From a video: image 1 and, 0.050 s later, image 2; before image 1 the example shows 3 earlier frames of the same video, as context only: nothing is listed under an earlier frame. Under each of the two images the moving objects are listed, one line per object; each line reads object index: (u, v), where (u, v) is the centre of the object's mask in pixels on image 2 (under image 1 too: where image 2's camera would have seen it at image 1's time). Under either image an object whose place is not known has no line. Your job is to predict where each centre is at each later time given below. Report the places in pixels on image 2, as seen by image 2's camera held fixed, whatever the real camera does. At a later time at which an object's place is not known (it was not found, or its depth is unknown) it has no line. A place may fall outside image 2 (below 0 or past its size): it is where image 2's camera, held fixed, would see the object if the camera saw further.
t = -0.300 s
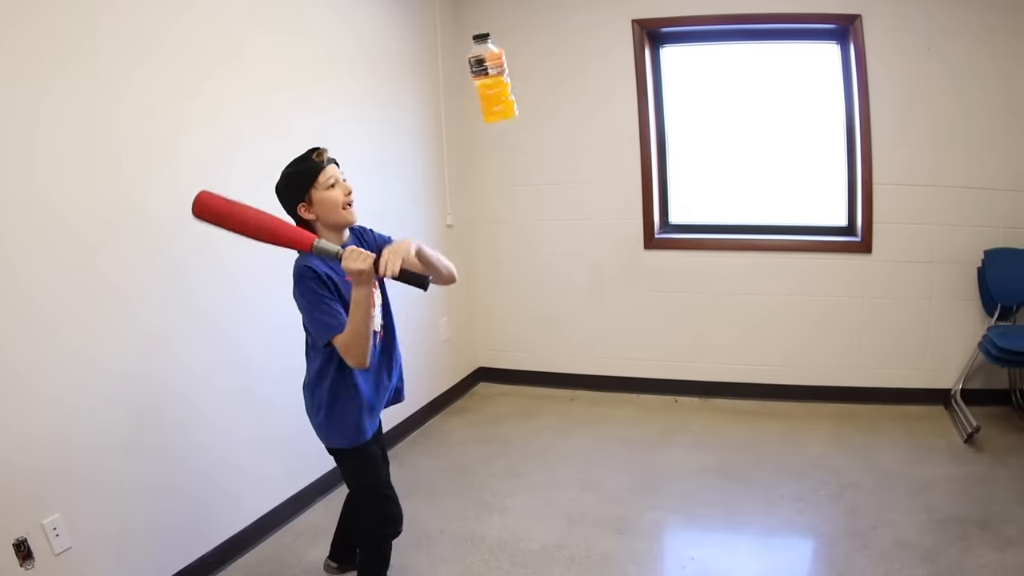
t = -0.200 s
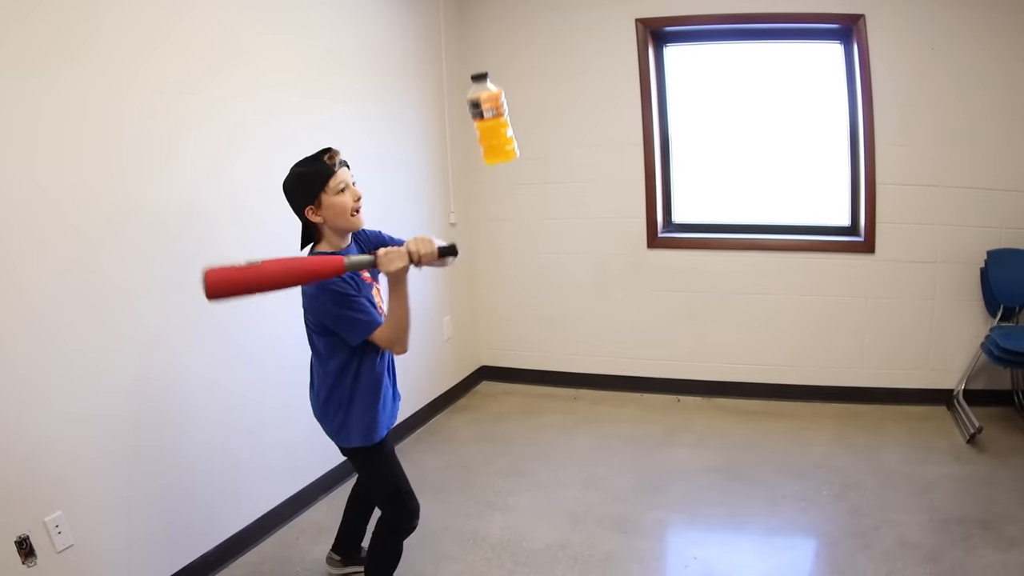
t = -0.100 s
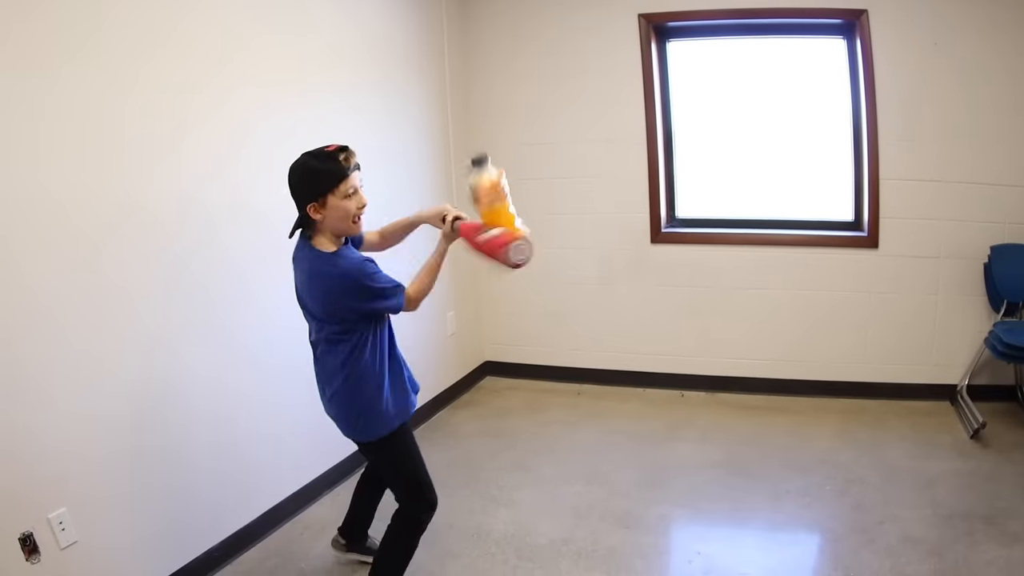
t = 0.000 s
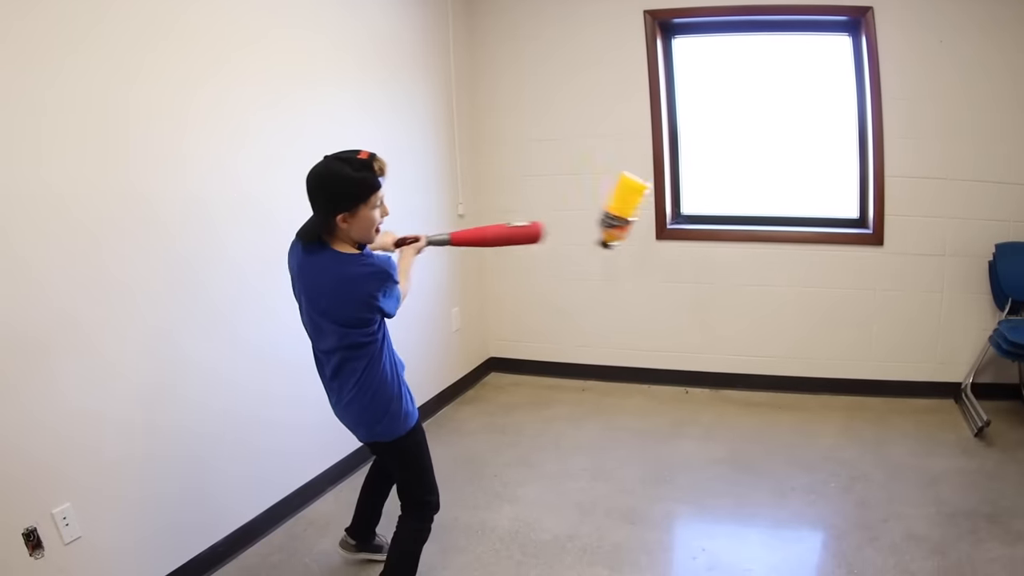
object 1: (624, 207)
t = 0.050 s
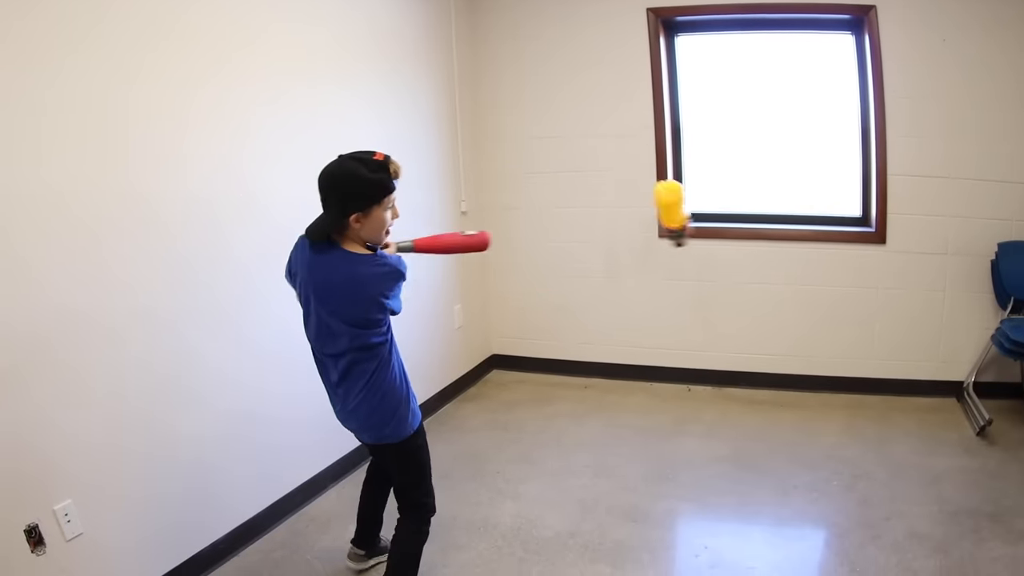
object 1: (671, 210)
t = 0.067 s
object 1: (685, 215)
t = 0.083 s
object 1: (699, 221)
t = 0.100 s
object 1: (711, 227)
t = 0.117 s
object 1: (724, 235)
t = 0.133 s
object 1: (736, 243)
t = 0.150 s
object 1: (749, 251)
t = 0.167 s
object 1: (761, 257)
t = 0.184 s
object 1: (771, 265)
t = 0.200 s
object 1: (780, 274)
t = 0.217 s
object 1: (790, 283)
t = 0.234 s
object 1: (798, 294)
